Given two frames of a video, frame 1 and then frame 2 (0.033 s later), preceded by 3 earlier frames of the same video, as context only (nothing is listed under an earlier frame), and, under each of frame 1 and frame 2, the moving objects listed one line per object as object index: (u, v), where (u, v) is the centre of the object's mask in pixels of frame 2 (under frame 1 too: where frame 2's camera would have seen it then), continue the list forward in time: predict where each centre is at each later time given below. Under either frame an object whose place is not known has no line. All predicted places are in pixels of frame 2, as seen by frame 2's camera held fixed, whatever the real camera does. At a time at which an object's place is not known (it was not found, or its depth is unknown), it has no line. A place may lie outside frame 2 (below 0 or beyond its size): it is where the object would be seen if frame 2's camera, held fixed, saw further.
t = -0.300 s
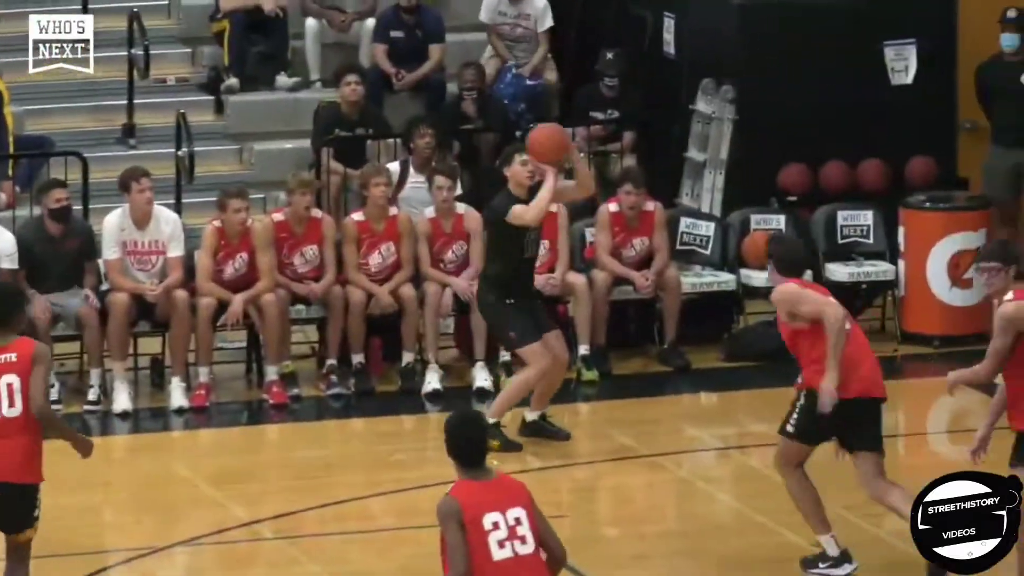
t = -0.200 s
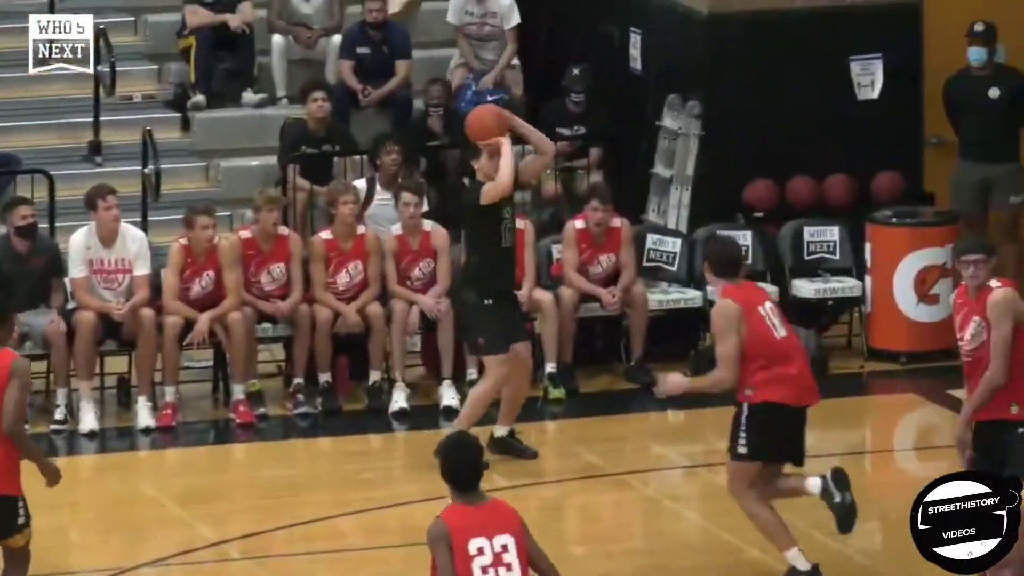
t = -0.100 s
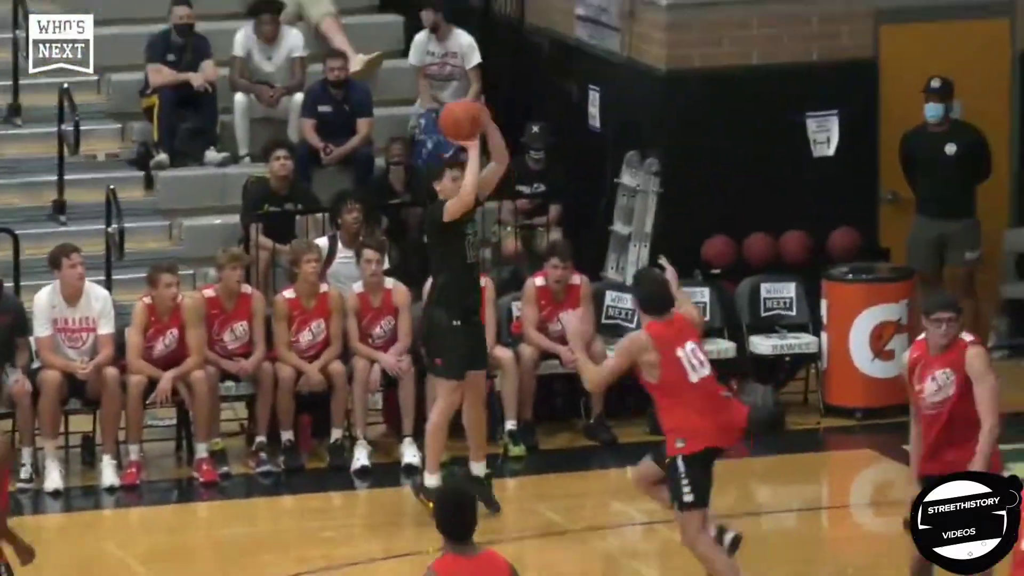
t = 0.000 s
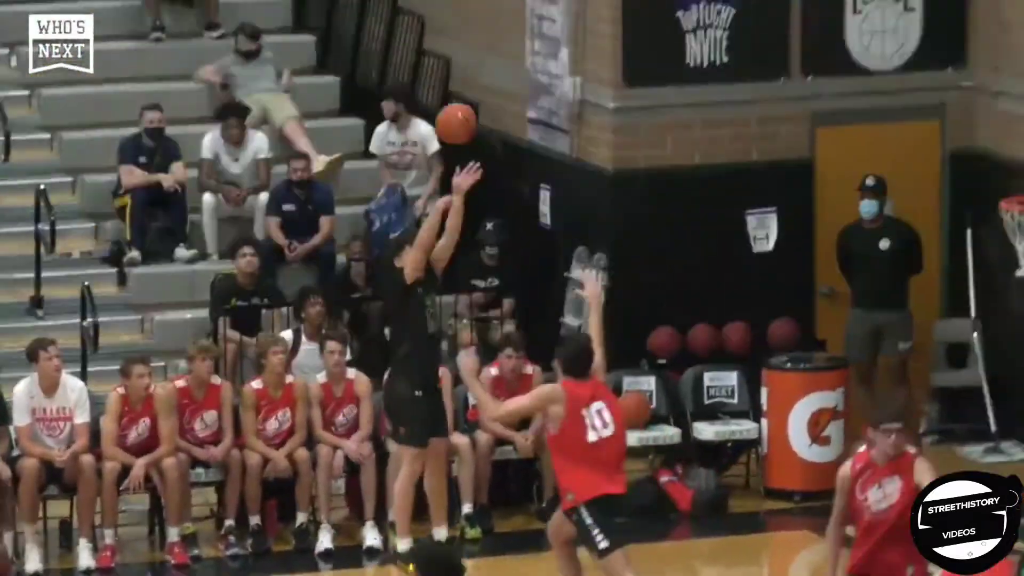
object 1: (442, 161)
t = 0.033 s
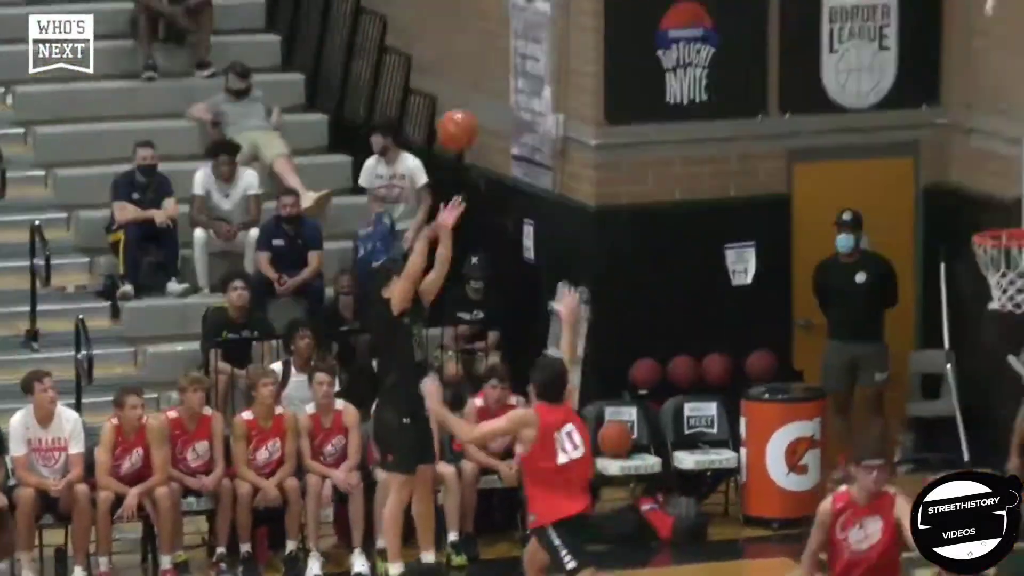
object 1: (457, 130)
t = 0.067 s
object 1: (473, 100)
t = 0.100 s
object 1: (488, 72)
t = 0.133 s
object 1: (502, 46)
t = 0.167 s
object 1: (518, 23)
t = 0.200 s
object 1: (535, -1)
